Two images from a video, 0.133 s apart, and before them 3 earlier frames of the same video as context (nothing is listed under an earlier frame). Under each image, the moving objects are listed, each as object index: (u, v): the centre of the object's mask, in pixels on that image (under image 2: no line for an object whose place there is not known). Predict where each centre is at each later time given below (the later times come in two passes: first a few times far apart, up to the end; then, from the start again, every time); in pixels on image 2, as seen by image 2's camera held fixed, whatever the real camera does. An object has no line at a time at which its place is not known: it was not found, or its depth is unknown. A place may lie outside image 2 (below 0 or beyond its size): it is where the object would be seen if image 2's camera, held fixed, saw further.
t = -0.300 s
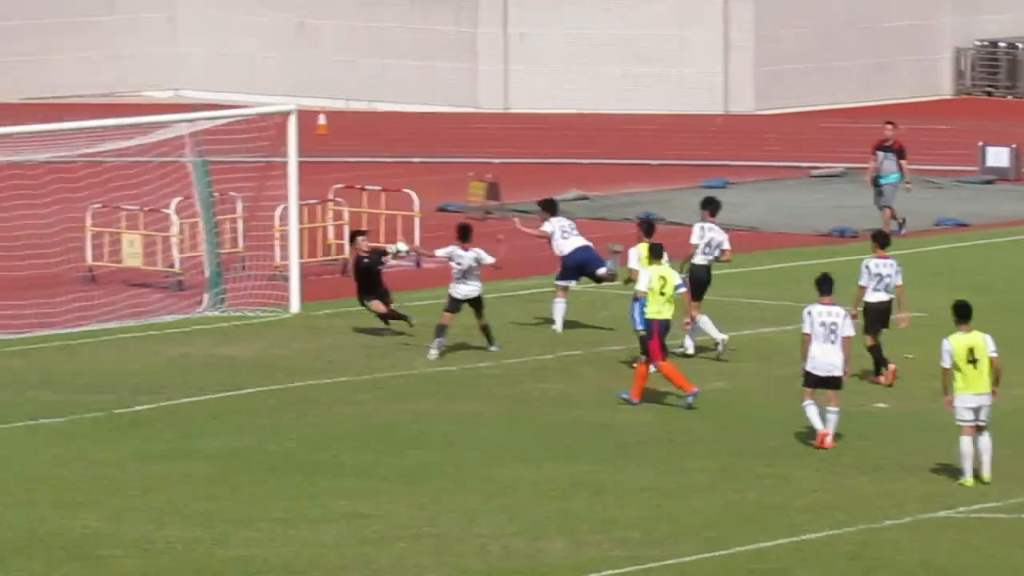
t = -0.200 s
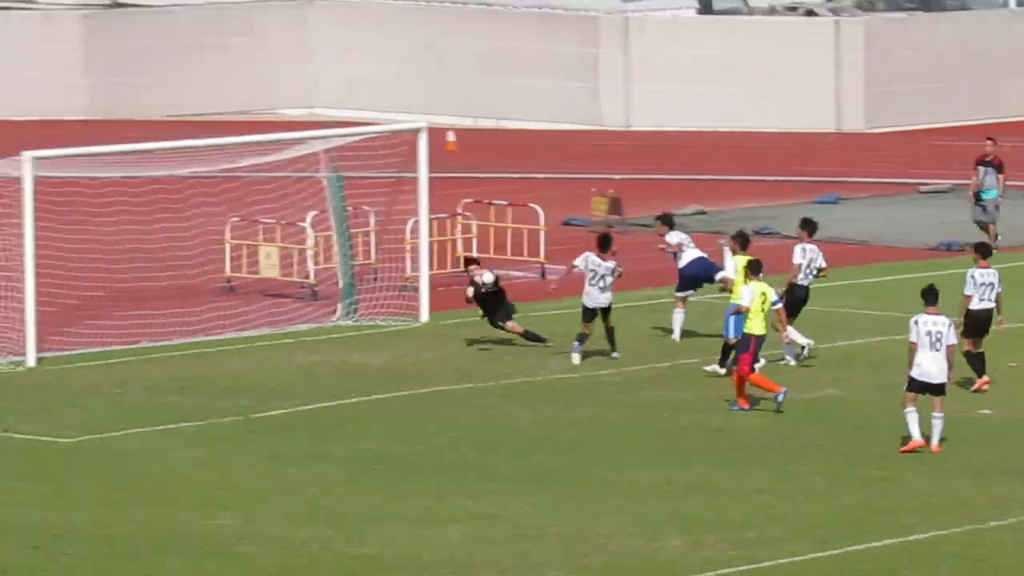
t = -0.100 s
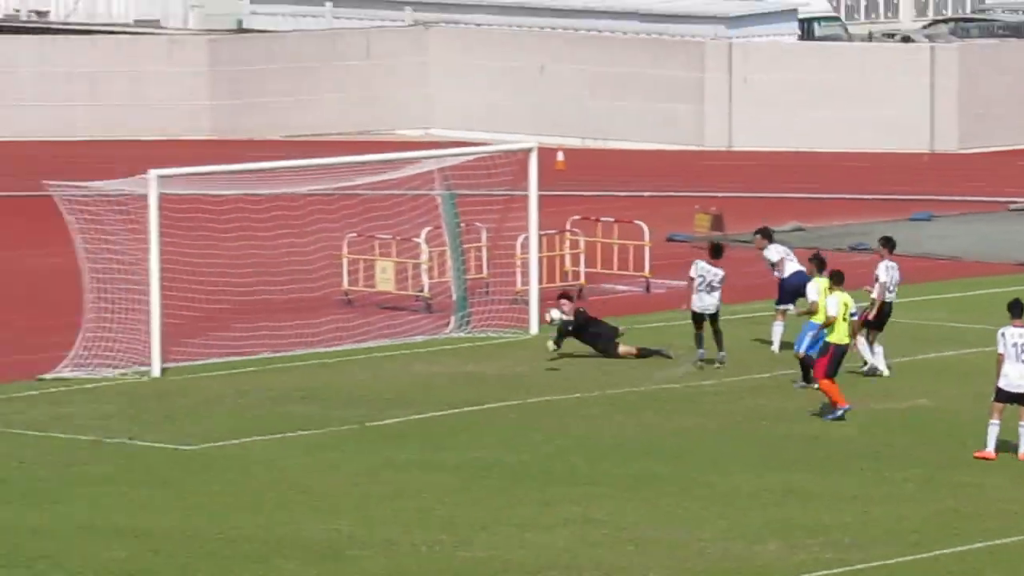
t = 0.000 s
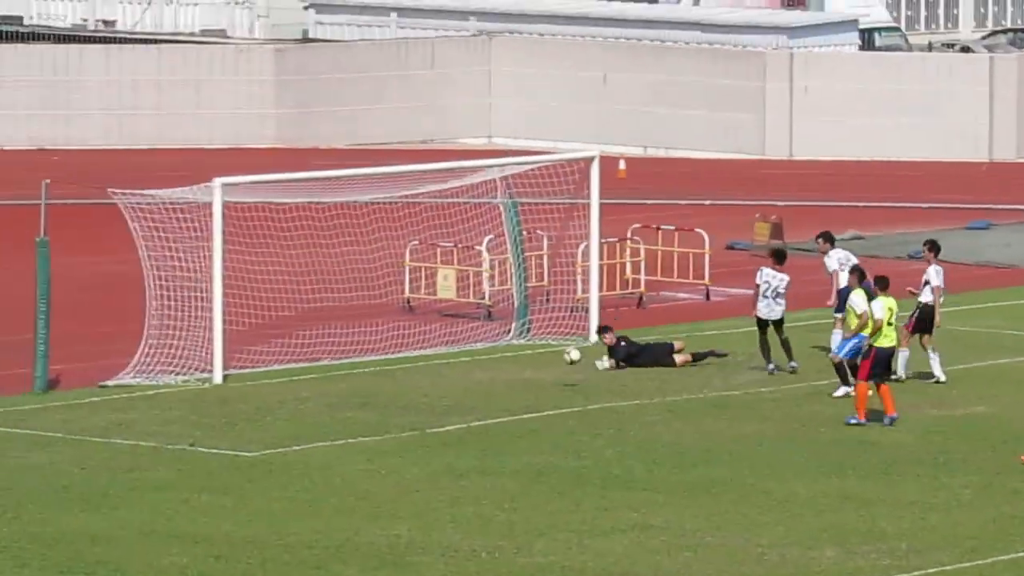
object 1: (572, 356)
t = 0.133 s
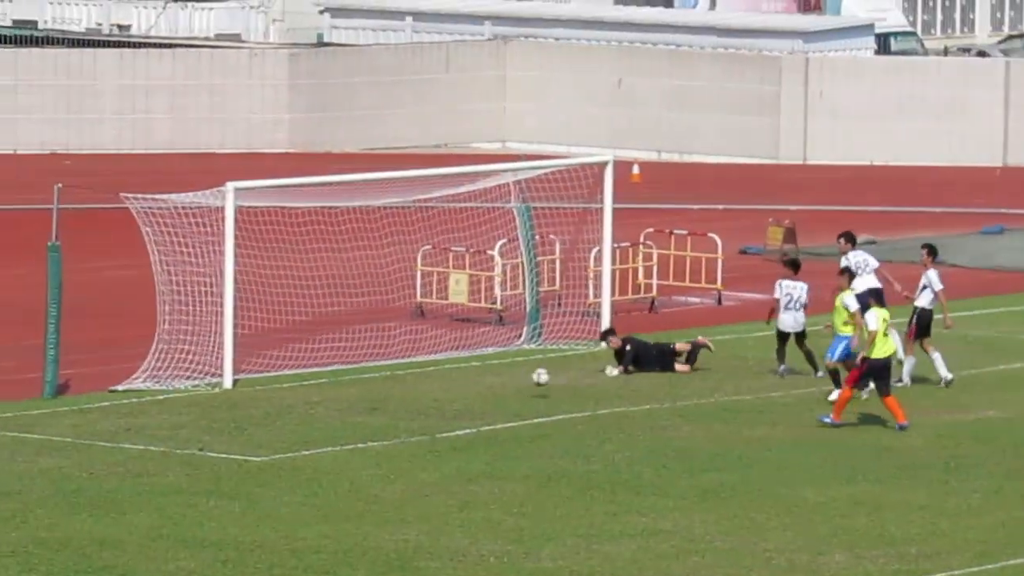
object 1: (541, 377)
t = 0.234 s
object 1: (522, 360)
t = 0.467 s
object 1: (480, 356)
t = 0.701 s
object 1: (439, 397)
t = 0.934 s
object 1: (395, 402)
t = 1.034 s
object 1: (376, 407)
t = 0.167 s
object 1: (534, 370)
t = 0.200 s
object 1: (528, 365)
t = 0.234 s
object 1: (522, 360)
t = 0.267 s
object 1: (516, 356)
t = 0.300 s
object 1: (511, 354)
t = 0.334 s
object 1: (504, 352)
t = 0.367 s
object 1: (499, 352)
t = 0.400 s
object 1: (492, 352)
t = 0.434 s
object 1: (485, 353)
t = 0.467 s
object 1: (480, 356)
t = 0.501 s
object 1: (475, 360)
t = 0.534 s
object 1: (468, 363)
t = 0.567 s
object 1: (462, 367)
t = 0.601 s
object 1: (456, 373)
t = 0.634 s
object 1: (450, 380)
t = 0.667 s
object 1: (445, 388)
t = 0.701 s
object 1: (439, 397)
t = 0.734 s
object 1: (434, 408)
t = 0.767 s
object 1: (428, 413)
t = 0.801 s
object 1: (421, 409)
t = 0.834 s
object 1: (414, 406)
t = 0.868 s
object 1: (408, 404)
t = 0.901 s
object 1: (402, 403)
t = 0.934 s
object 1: (395, 402)
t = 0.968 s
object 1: (389, 403)
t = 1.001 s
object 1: (382, 405)
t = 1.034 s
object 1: (376, 407)
